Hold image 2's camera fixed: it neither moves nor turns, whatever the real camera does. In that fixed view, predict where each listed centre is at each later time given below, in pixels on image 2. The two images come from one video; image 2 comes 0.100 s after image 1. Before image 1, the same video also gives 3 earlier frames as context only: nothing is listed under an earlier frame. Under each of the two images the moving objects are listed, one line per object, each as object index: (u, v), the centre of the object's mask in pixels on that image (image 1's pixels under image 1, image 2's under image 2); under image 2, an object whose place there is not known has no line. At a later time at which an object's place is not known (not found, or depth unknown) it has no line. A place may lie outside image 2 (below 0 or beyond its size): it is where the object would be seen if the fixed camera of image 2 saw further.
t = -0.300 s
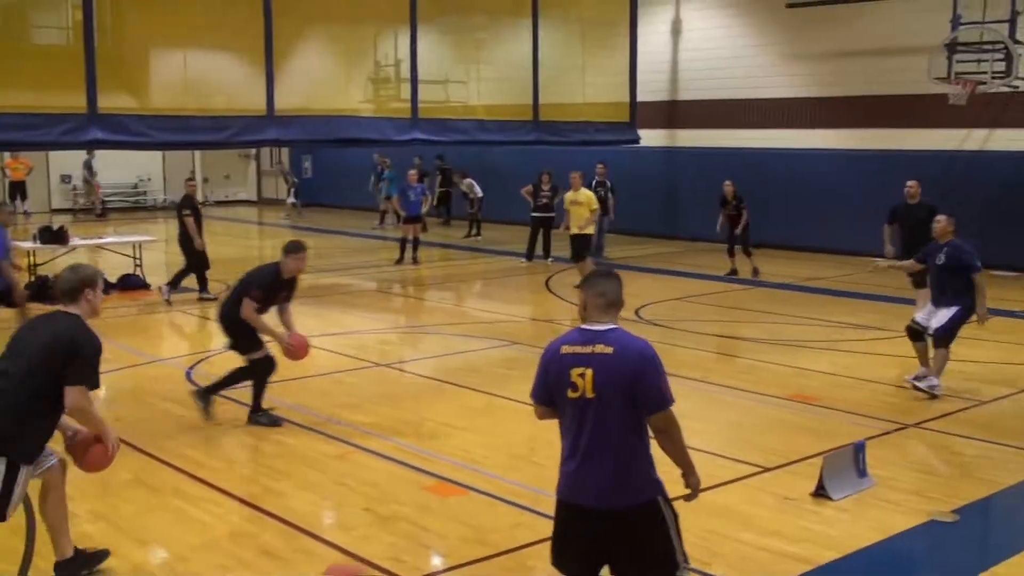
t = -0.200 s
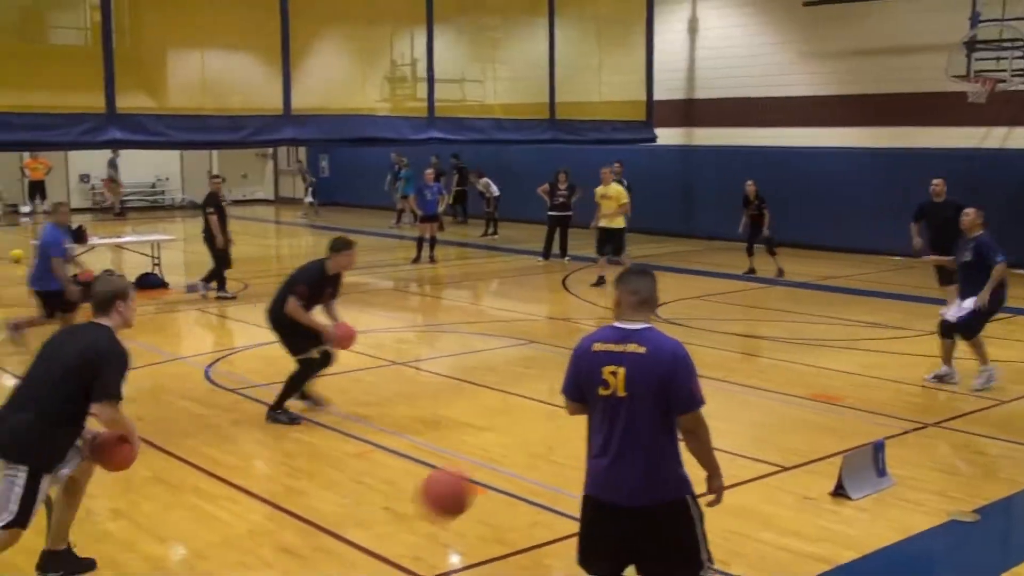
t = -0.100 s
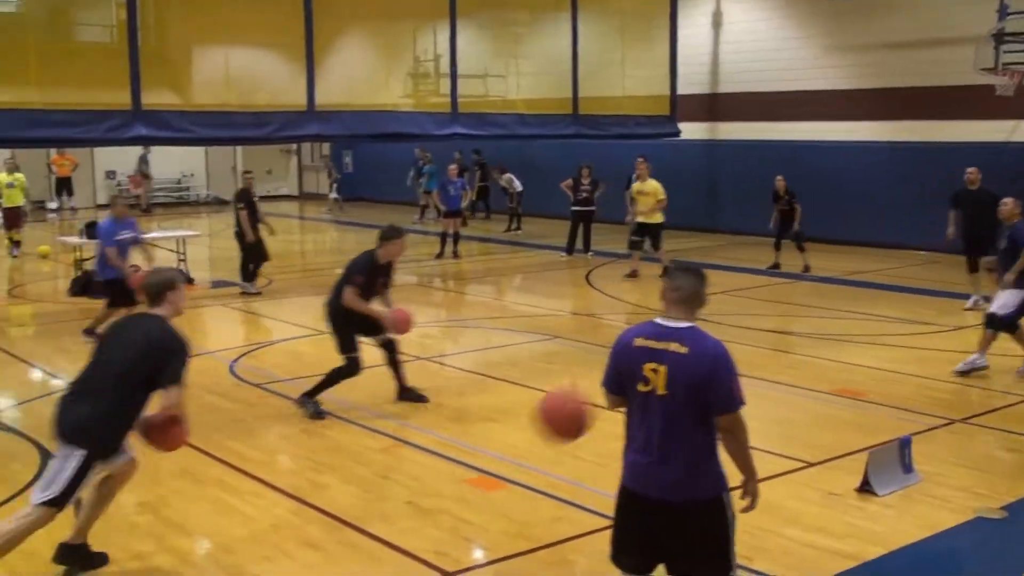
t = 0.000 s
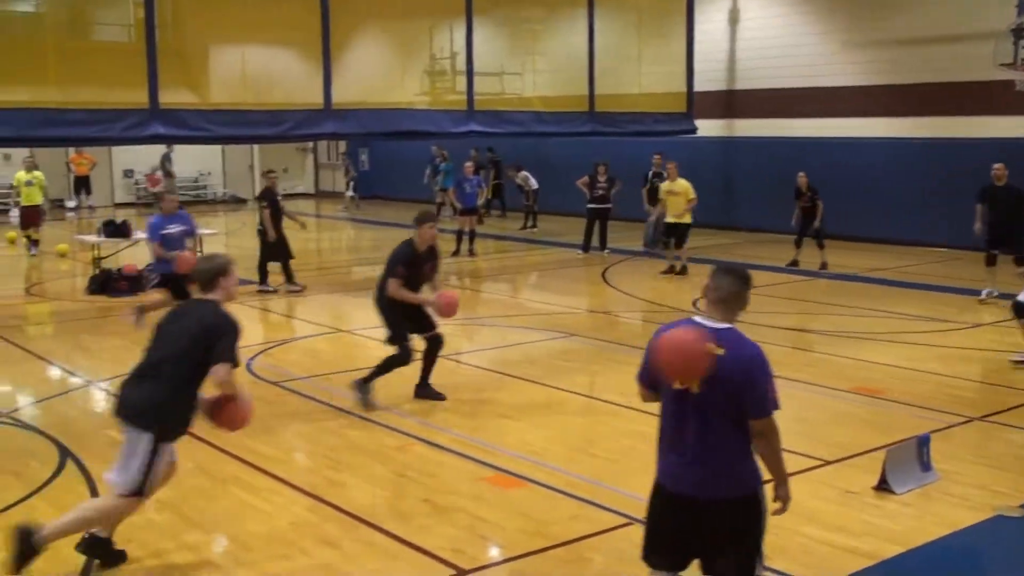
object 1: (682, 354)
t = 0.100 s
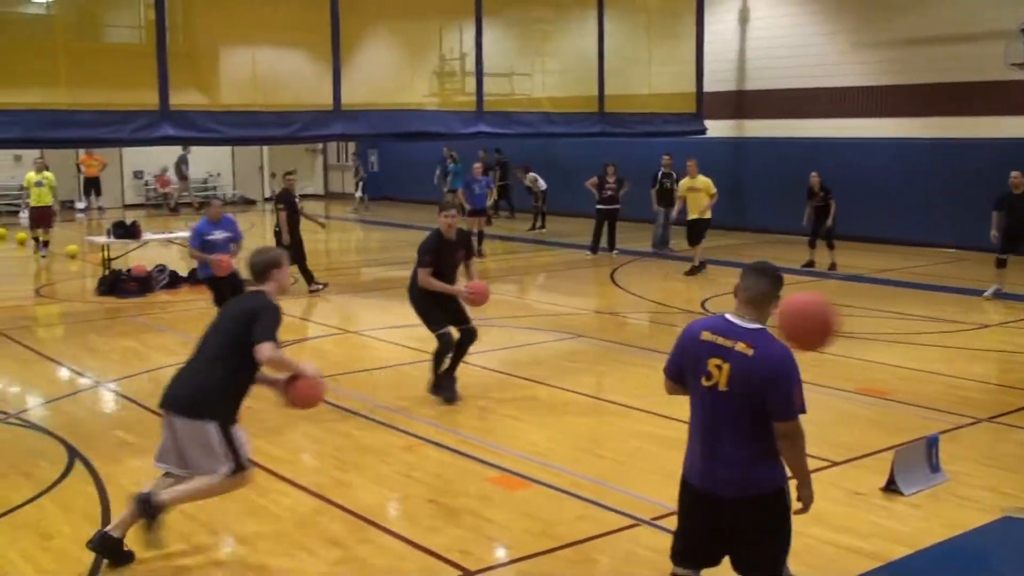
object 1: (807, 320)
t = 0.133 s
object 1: (847, 315)
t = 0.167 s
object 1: (889, 310)
